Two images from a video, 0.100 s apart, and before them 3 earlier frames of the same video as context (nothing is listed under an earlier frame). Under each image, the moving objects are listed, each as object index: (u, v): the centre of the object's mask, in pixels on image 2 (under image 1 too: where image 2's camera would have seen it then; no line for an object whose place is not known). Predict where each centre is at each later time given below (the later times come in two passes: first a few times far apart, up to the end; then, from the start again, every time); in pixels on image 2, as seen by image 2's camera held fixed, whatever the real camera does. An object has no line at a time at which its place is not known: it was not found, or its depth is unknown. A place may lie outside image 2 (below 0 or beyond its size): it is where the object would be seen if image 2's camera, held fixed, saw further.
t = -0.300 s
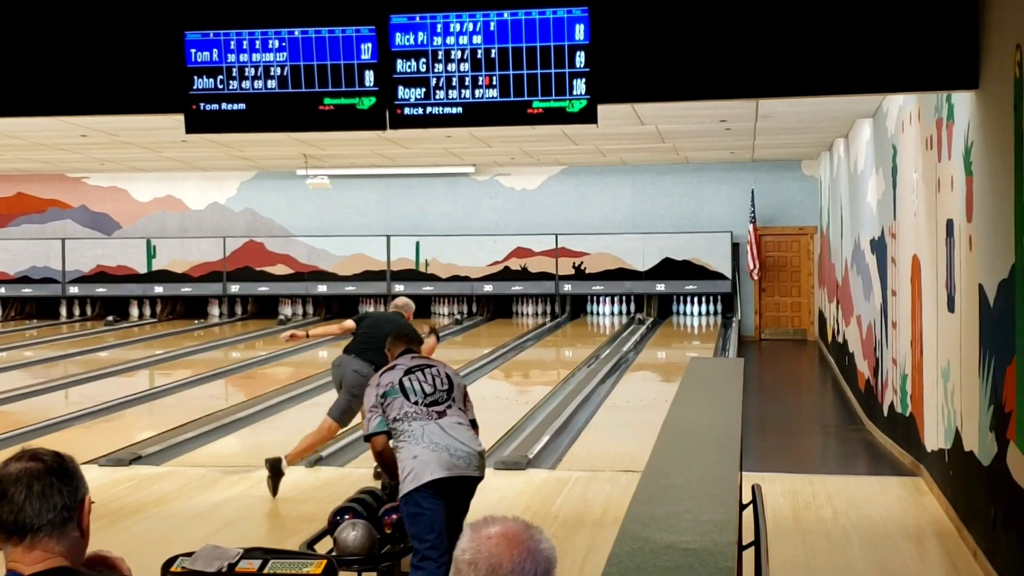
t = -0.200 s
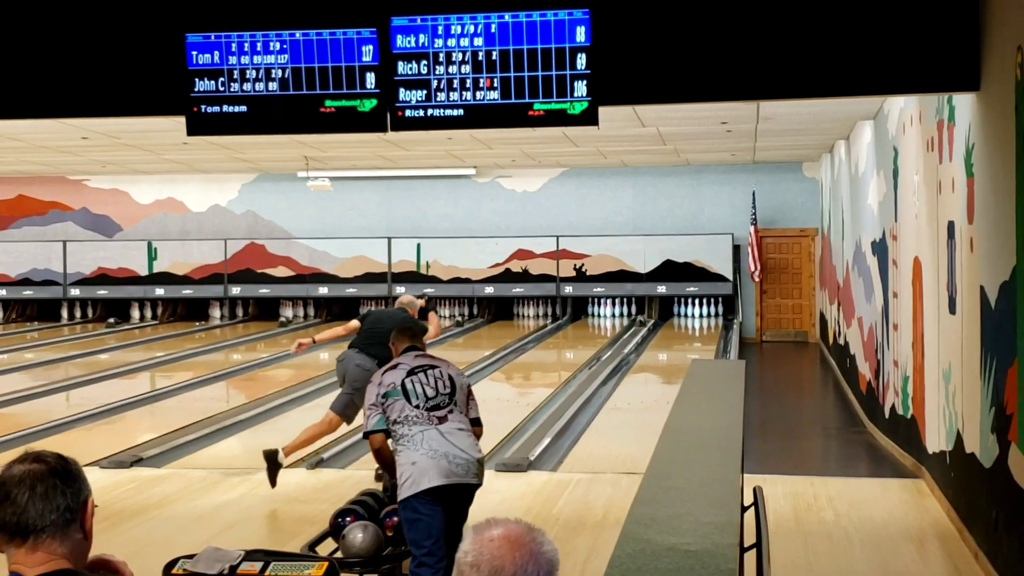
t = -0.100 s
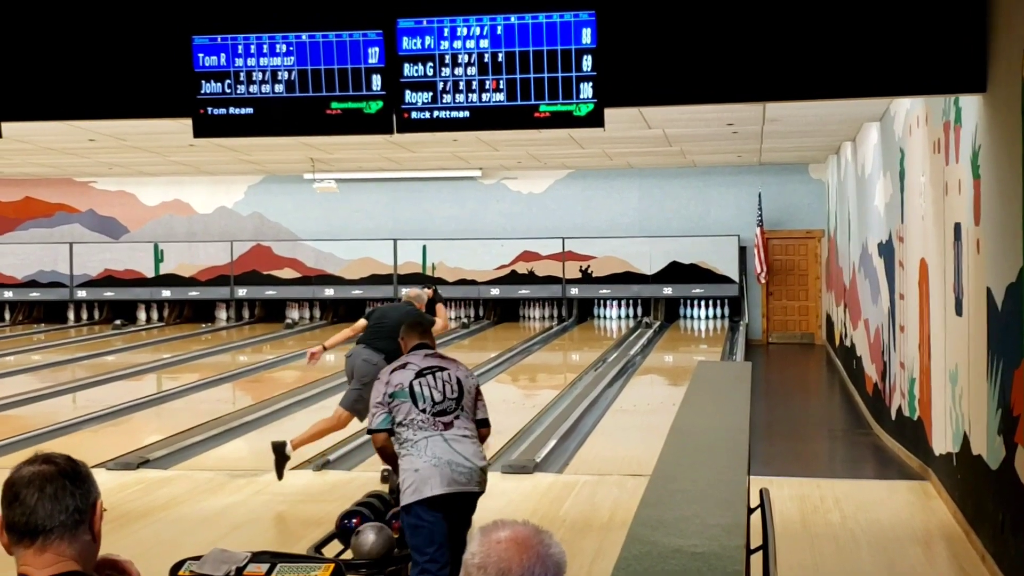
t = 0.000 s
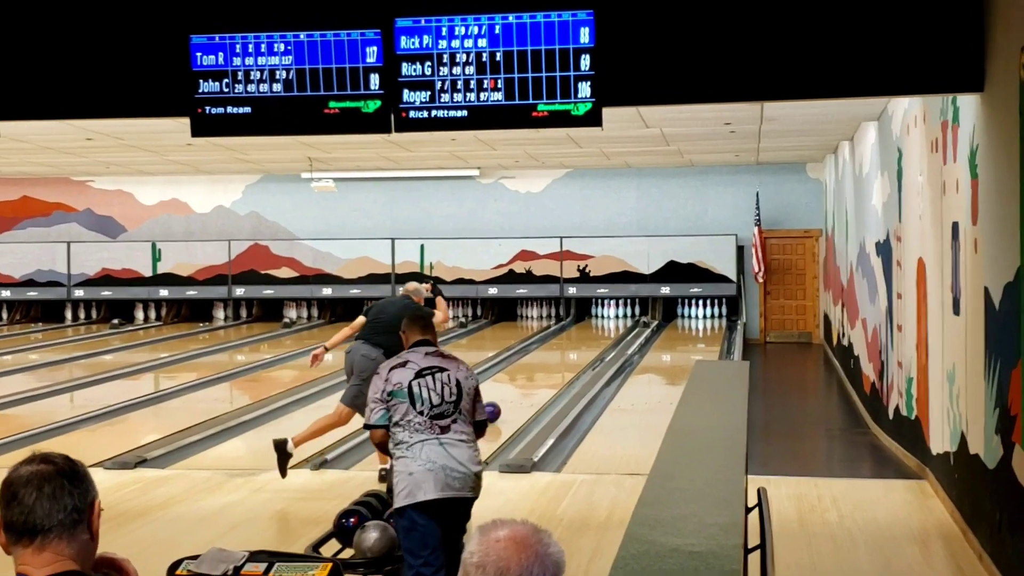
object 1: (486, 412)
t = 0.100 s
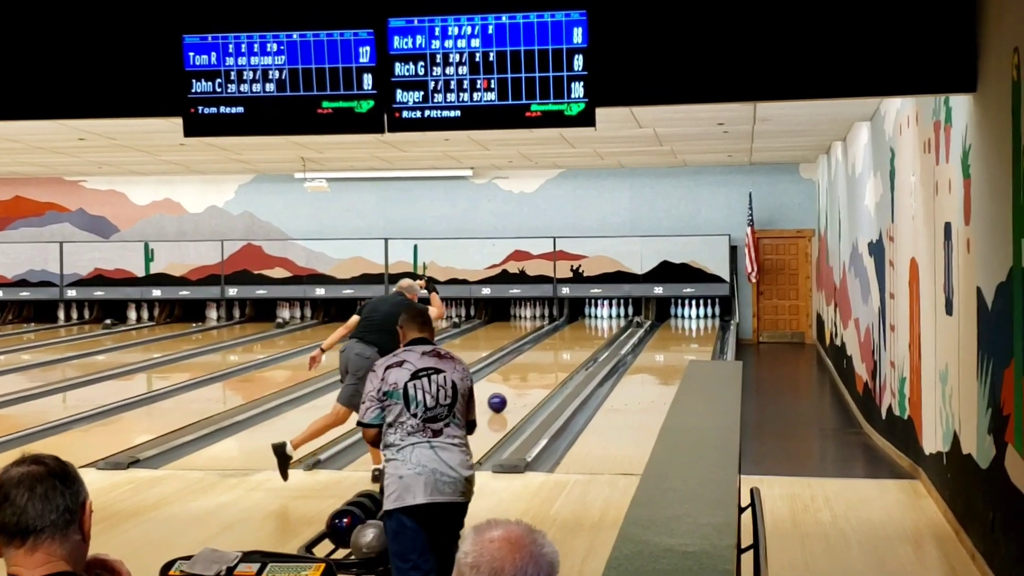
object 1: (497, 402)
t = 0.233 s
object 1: (512, 391)
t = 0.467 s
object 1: (536, 375)
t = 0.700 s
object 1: (554, 362)
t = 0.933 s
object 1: (570, 350)
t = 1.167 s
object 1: (582, 341)
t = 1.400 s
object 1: (592, 333)
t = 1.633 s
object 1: (601, 326)
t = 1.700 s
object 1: (602, 324)
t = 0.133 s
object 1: (501, 399)
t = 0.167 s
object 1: (505, 397)
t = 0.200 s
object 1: (509, 394)
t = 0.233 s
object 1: (512, 391)
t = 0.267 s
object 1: (516, 389)
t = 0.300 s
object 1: (520, 386)
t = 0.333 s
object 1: (523, 384)
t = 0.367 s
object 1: (526, 381)
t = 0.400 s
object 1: (530, 379)
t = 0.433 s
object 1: (532, 377)
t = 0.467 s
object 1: (536, 375)
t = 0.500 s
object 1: (538, 373)
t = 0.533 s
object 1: (541, 371)
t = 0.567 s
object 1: (544, 369)
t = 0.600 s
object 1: (547, 367)
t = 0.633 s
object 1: (549, 365)
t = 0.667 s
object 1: (552, 363)
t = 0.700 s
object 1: (554, 362)
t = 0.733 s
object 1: (557, 360)
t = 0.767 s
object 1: (559, 358)
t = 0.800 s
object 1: (561, 357)
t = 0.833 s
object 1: (563, 355)
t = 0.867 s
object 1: (566, 353)
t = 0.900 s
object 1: (568, 352)
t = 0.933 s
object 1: (570, 350)
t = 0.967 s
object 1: (572, 349)
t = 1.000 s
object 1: (573, 348)
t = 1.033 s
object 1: (575, 346)
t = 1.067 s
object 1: (577, 345)
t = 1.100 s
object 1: (579, 344)
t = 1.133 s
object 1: (581, 342)
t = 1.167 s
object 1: (582, 341)
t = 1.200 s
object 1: (584, 340)
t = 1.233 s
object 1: (585, 339)
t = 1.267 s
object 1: (587, 338)
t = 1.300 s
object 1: (588, 336)
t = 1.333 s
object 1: (590, 335)
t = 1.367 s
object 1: (591, 334)
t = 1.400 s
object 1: (592, 333)
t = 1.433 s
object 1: (594, 332)
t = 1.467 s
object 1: (595, 331)
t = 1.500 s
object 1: (596, 330)
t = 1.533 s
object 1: (597, 329)
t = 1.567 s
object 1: (598, 328)
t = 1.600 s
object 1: (599, 327)
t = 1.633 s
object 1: (601, 326)
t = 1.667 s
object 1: (601, 325)
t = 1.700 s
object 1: (602, 324)
